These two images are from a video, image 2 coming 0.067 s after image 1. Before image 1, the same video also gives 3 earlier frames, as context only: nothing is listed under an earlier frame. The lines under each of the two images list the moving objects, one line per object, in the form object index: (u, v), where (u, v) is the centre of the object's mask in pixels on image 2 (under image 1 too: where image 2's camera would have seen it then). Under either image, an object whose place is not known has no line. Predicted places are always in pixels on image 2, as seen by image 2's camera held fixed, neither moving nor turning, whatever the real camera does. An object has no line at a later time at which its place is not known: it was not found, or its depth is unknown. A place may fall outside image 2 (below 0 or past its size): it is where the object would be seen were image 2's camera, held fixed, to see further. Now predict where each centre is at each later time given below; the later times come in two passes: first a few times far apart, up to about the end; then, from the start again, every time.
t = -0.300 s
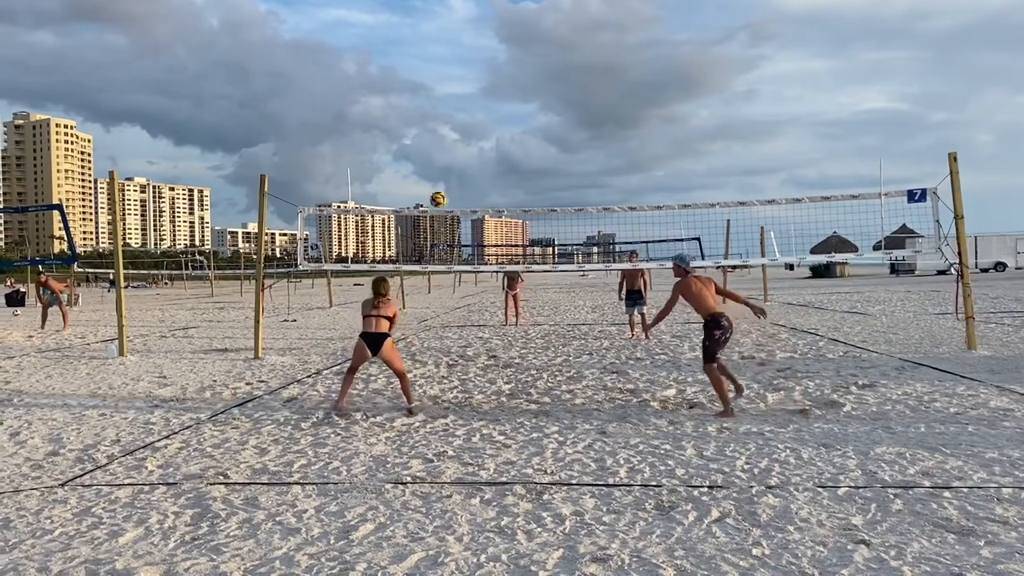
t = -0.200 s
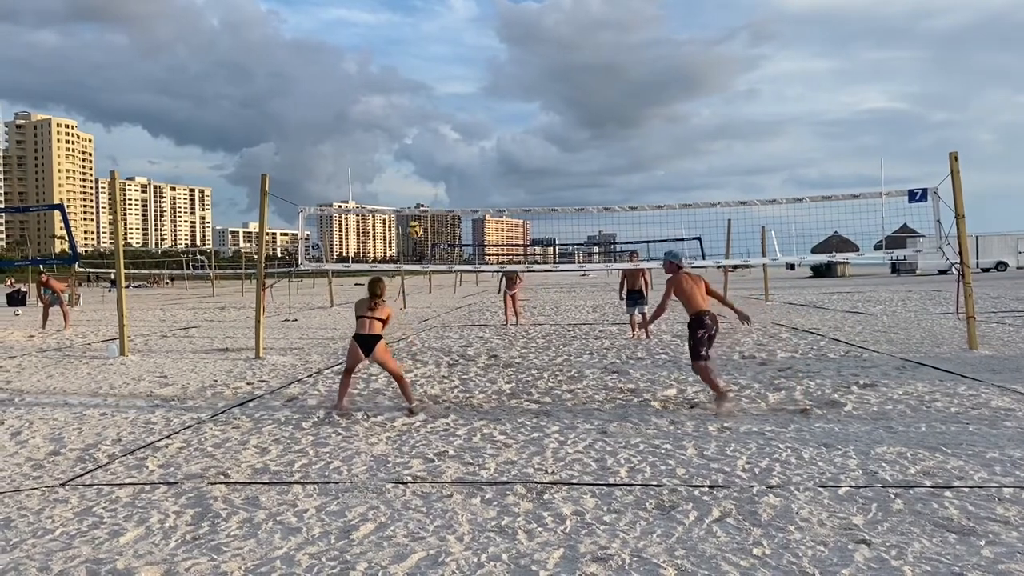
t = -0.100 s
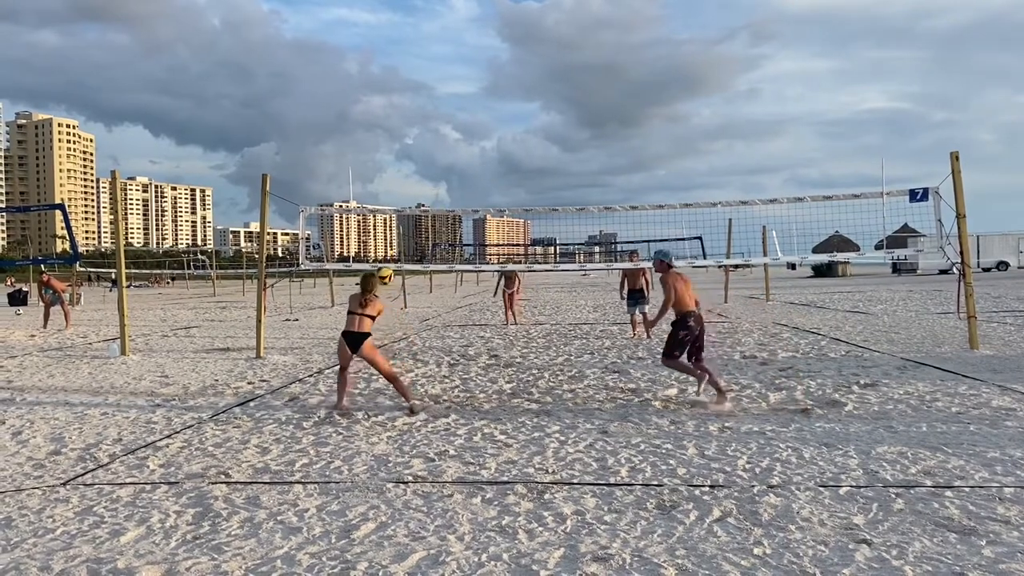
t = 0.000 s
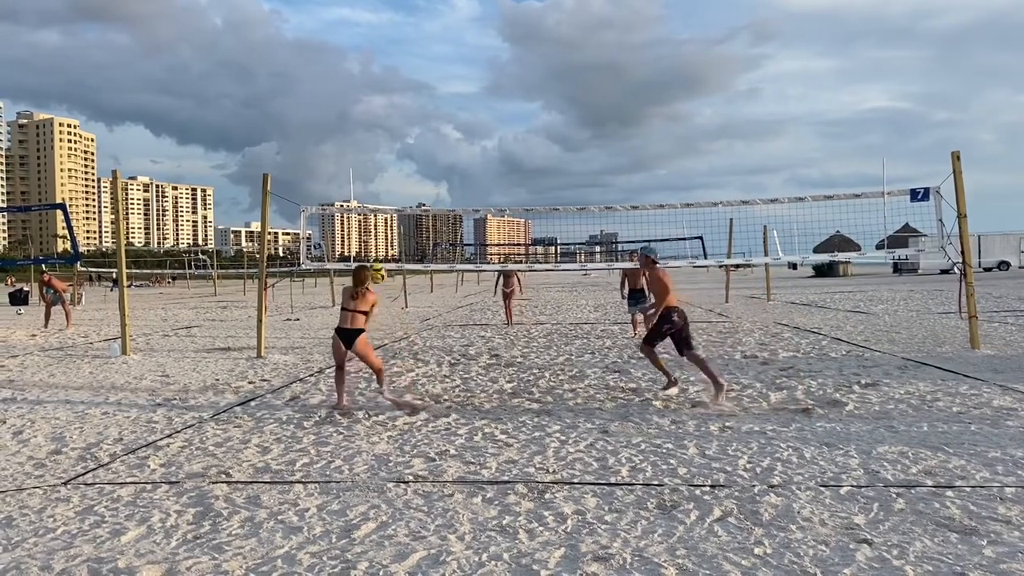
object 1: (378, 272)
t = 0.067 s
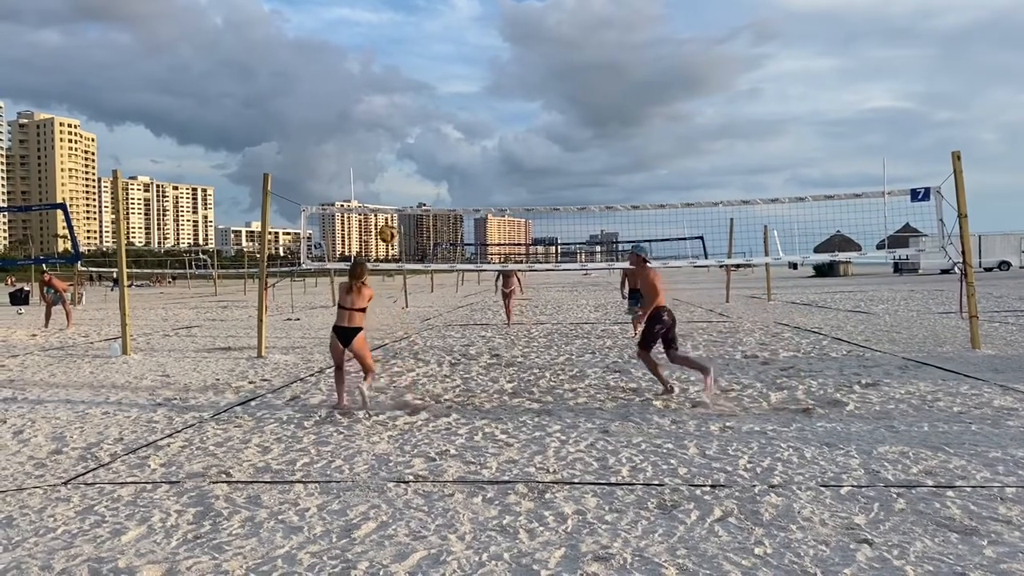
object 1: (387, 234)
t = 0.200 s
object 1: (412, 168)
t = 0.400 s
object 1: (445, 103)
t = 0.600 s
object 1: (476, 80)
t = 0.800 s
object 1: (505, 99)
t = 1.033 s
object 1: (535, 171)
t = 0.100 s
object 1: (394, 215)
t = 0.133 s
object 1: (400, 198)
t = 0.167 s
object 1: (405, 182)
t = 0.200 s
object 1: (412, 168)
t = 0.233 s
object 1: (417, 154)
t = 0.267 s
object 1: (423, 142)
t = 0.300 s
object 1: (428, 130)
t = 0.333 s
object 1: (434, 120)
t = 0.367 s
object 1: (440, 111)
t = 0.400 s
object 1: (445, 103)
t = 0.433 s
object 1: (450, 96)
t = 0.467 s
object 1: (456, 91)
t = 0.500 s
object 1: (461, 86)
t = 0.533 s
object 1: (466, 83)
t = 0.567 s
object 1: (471, 81)
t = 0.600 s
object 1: (476, 80)
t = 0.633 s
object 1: (481, 81)
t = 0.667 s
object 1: (487, 82)
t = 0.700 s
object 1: (491, 85)
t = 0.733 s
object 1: (496, 88)
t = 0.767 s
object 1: (500, 93)
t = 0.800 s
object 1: (505, 99)
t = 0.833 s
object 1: (510, 106)
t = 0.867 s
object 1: (514, 114)
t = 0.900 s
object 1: (518, 123)
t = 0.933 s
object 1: (522, 134)
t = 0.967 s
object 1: (526, 145)
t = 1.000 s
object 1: (531, 158)
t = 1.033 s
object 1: (535, 171)
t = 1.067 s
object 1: (538, 185)
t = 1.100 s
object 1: (542, 201)
